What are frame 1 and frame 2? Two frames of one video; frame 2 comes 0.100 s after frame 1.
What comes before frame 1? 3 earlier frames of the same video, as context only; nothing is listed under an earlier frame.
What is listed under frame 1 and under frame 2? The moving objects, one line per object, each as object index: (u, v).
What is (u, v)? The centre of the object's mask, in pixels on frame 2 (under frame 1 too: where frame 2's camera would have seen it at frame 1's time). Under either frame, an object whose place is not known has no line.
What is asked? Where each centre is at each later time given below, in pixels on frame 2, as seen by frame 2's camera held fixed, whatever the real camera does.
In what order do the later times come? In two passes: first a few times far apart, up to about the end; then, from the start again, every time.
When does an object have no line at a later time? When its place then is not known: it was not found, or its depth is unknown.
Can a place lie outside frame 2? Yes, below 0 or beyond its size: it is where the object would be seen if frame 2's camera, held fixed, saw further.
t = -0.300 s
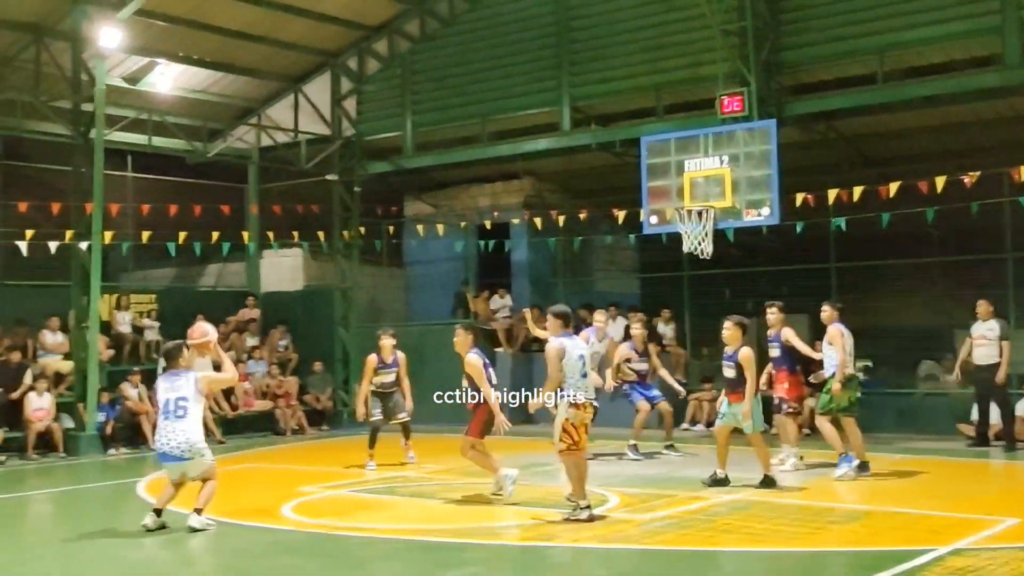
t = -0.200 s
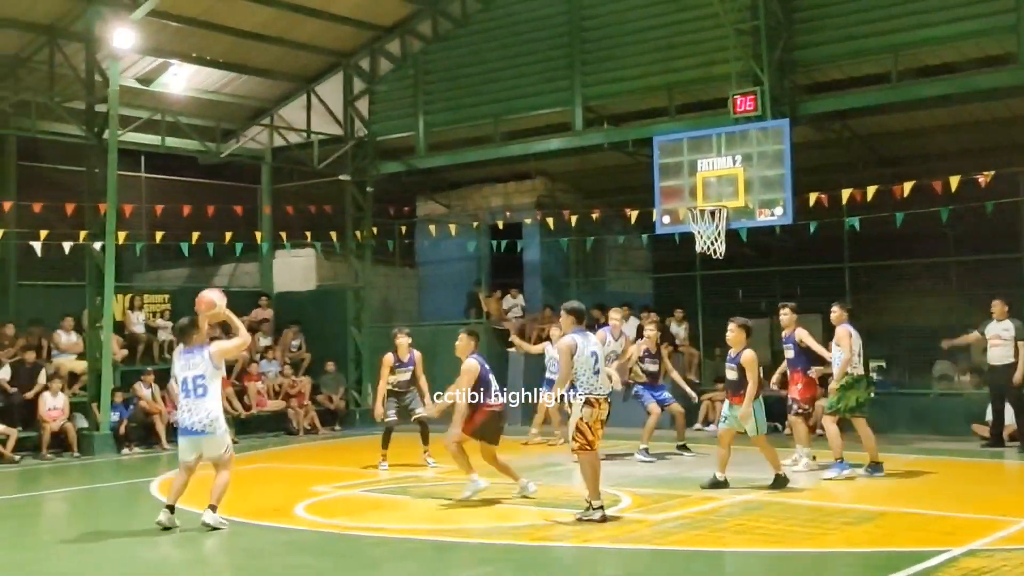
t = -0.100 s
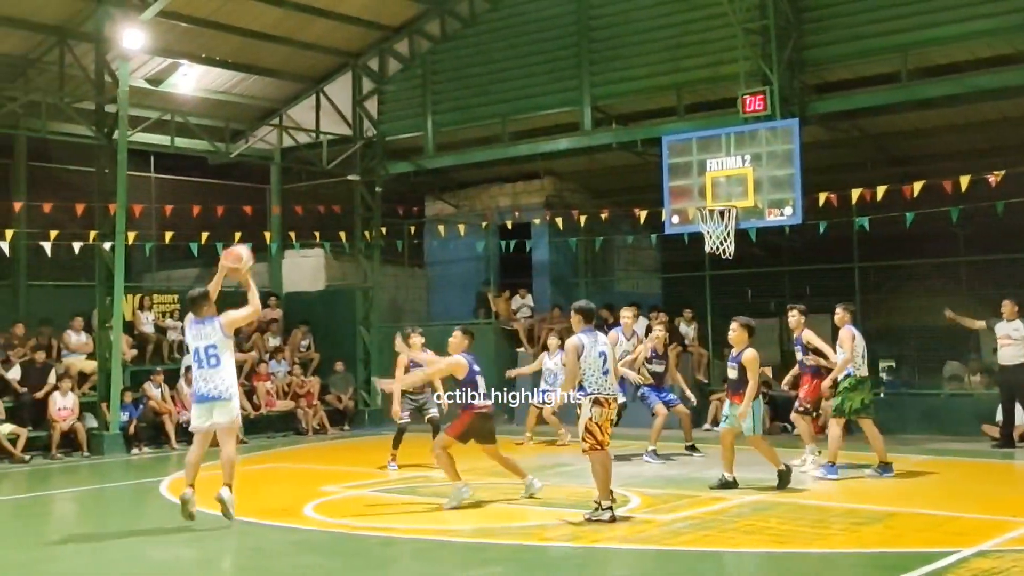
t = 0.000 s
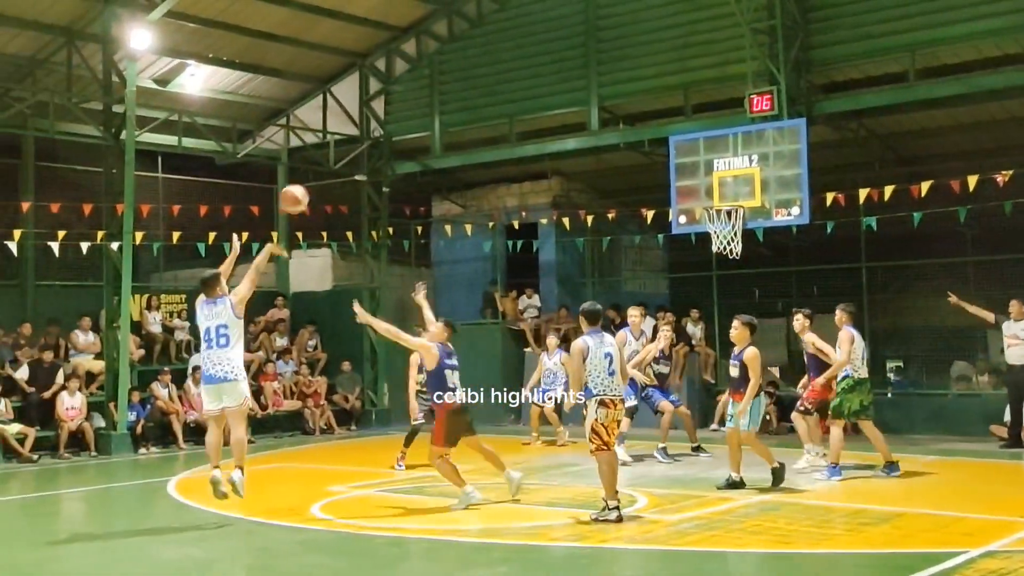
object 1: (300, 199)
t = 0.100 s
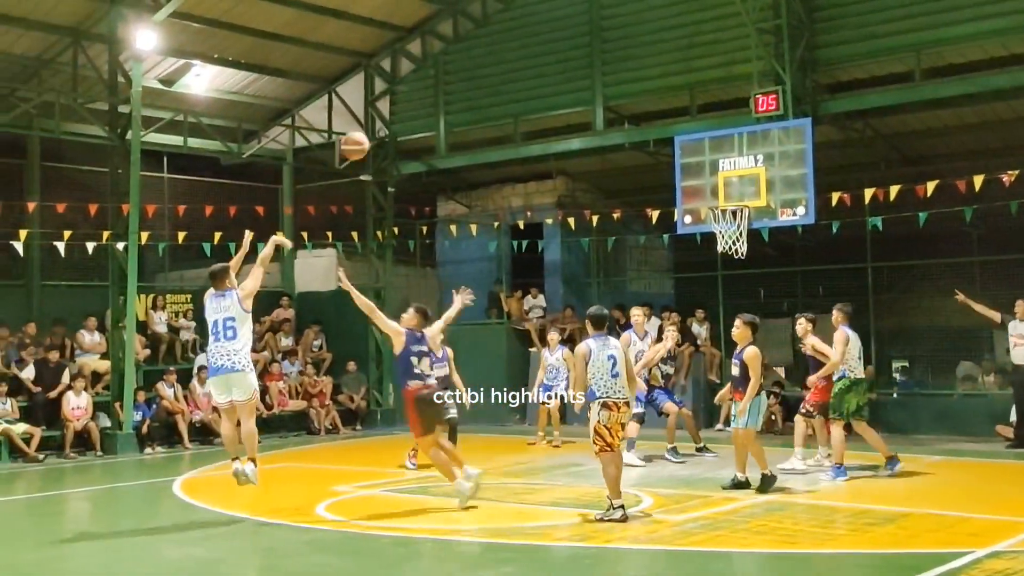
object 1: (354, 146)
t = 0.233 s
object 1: (422, 97)
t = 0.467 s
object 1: (526, 62)
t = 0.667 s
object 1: (604, 73)
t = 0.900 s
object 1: (684, 126)
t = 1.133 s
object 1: (744, 187)
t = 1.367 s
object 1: (738, 131)
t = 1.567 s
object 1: (728, 120)
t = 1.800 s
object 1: (716, 148)
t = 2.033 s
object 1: (707, 220)
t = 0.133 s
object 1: (372, 131)
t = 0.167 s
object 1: (389, 119)
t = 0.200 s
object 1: (405, 106)
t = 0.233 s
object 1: (422, 97)
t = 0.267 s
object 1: (438, 88)
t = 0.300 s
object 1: (453, 81)
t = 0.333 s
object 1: (469, 75)
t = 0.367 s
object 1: (484, 70)
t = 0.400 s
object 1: (498, 66)
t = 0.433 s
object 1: (513, 63)
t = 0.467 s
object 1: (526, 62)
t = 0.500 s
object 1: (540, 61)
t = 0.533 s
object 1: (554, 61)
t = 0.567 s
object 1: (567, 63)
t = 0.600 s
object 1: (579, 66)
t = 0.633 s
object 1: (592, 70)
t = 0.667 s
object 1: (604, 73)
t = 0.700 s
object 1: (616, 78)
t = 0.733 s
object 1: (628, 84)
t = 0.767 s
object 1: (640, 92)
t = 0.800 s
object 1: (651, 99)
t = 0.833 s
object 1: (662, 108)
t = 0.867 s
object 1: (673, 117)
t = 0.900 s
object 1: (684, 126)
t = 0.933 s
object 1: (695, 138)
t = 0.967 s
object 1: (706, 149)
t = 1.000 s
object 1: (715, 161)
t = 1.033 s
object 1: (726, 173)
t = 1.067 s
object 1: (737, 187)
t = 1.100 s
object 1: (745, 198)
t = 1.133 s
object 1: (744, 187)
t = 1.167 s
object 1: (746, 177)
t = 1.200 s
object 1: (745, 165)
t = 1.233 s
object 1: (746, 157)
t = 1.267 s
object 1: (744, 149)
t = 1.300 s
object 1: (743, 144)
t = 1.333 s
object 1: (740, 137)
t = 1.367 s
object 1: (738, 131)
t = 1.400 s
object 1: (737, 128)
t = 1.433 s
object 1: (734, 125)
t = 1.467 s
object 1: (732, 123)
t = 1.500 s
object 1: (730, 121)
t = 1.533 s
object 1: (729, 120)
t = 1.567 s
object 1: (728, 120)
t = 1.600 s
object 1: (725, 122)
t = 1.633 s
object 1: (724, 124)
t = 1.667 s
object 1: (722, 127)
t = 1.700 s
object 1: (721, 132)
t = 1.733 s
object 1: (718, 135)
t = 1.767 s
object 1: (717, 142)
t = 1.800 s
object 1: (716, 148)
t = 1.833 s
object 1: (714, 157)
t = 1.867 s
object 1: (713, 165)
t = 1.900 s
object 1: (711, 175)
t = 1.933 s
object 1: (709, 185)
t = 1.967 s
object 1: (708, 196)
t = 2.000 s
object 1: (709, 209)
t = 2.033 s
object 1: (707, 220)
